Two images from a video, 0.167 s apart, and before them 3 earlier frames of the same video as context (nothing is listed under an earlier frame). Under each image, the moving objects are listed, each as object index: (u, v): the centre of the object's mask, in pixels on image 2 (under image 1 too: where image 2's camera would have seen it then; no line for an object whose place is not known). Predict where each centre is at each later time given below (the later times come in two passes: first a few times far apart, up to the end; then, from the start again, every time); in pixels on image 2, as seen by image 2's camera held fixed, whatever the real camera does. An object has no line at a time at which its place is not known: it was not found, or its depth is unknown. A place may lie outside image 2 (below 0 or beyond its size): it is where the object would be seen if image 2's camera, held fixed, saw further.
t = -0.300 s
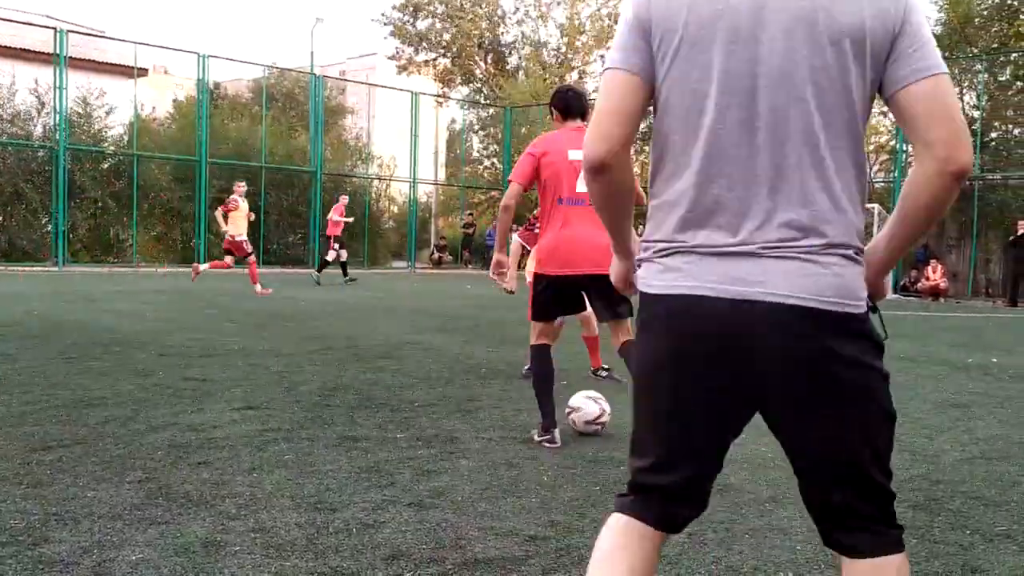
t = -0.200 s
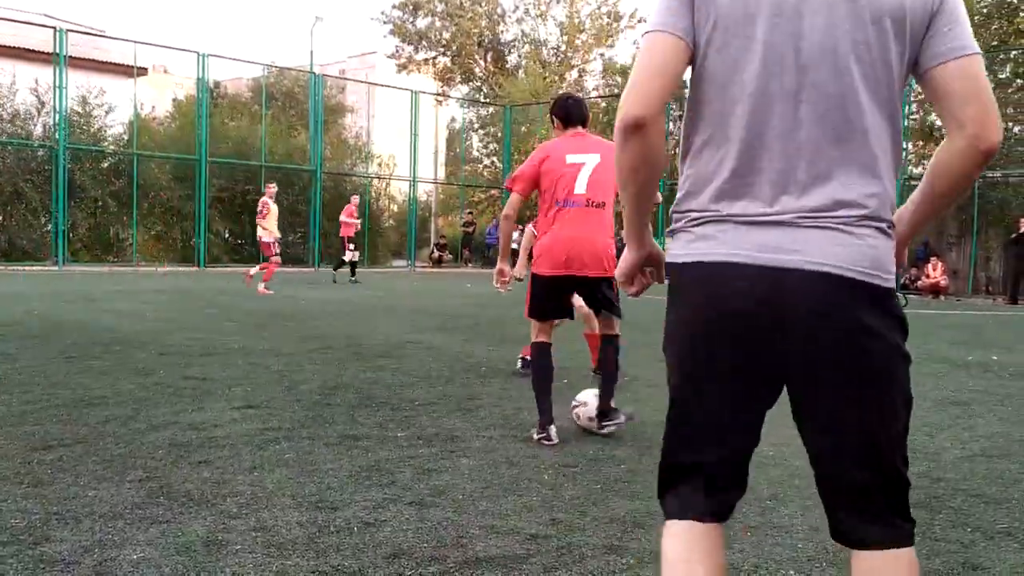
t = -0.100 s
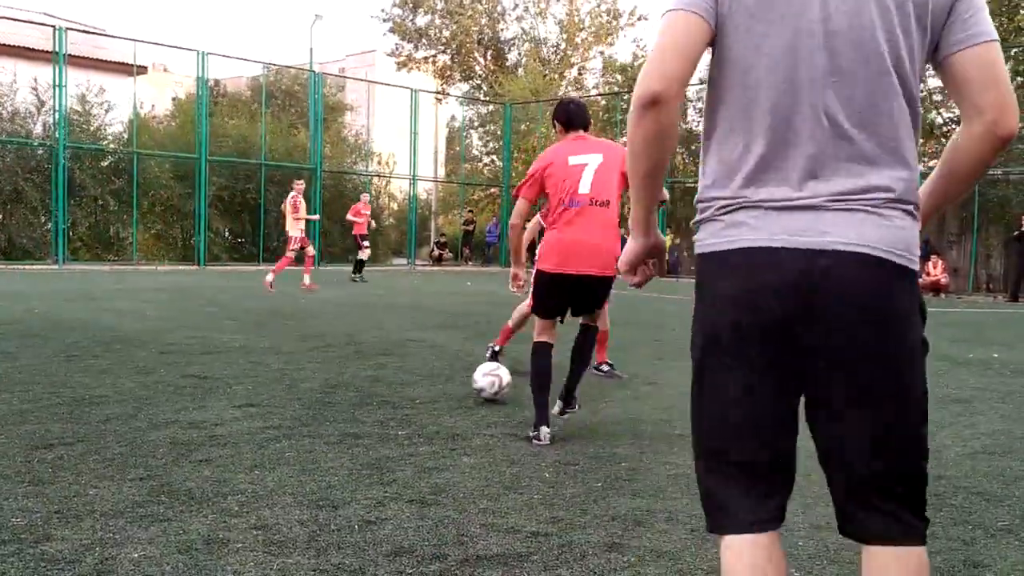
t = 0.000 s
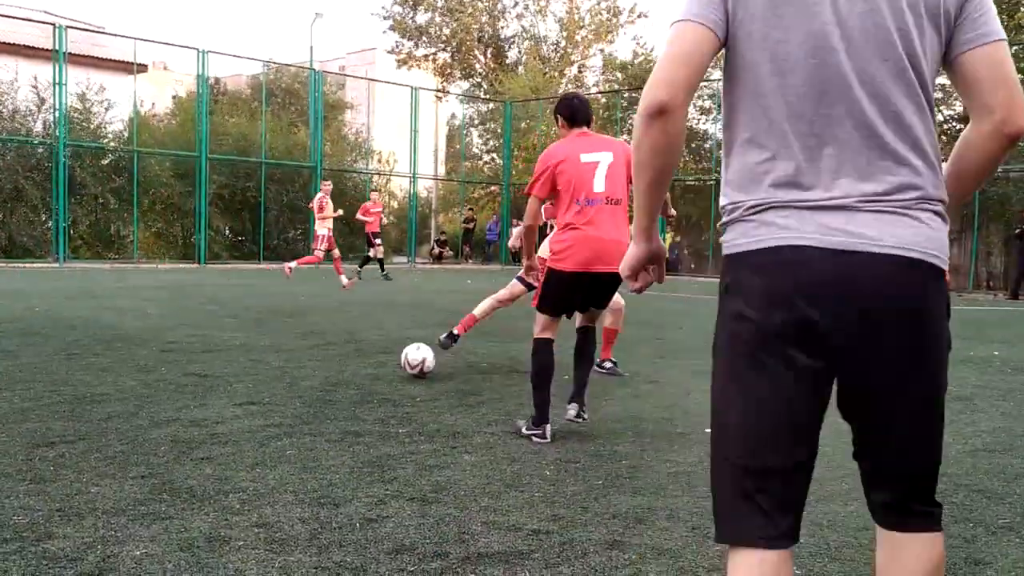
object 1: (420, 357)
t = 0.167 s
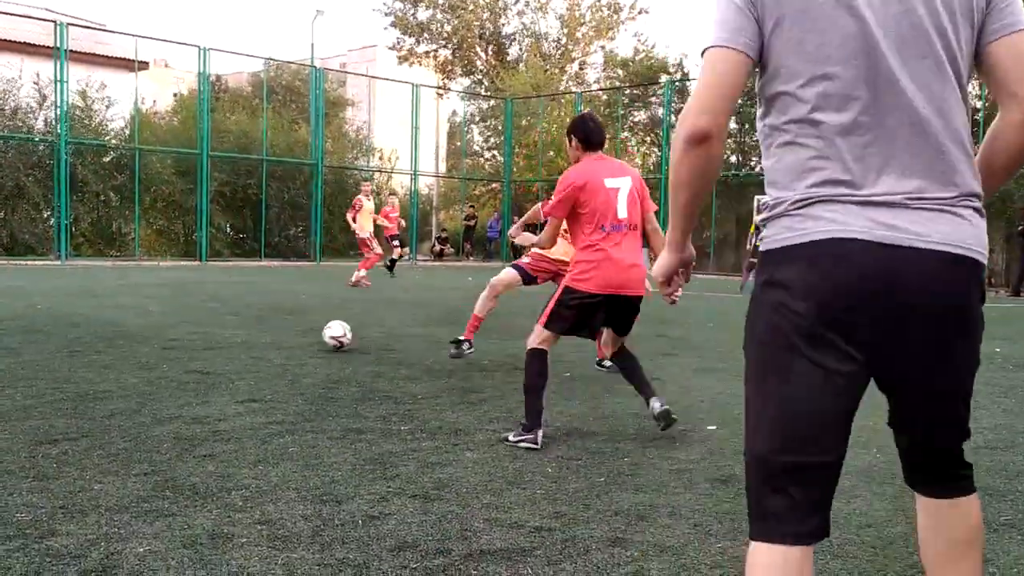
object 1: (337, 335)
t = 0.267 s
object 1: (302, 326)
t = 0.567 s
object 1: (236, 308)
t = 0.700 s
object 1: (216, 303)
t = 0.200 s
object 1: (323, 333)
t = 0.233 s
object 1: (312, 330)
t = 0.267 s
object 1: (302, 326)
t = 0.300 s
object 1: (292, 324)
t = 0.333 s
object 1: (283, 323)
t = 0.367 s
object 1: (274, 319)
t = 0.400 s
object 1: (267, 317)
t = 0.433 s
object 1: (260, 315)
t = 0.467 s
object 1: (253, 313)
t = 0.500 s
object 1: (247, 312)
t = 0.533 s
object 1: (241, 310)
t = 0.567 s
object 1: (236, 308)
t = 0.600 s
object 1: (230, 307)
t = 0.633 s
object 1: (225, 305)
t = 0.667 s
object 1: (221, 304)
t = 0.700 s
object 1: (216, 303)
